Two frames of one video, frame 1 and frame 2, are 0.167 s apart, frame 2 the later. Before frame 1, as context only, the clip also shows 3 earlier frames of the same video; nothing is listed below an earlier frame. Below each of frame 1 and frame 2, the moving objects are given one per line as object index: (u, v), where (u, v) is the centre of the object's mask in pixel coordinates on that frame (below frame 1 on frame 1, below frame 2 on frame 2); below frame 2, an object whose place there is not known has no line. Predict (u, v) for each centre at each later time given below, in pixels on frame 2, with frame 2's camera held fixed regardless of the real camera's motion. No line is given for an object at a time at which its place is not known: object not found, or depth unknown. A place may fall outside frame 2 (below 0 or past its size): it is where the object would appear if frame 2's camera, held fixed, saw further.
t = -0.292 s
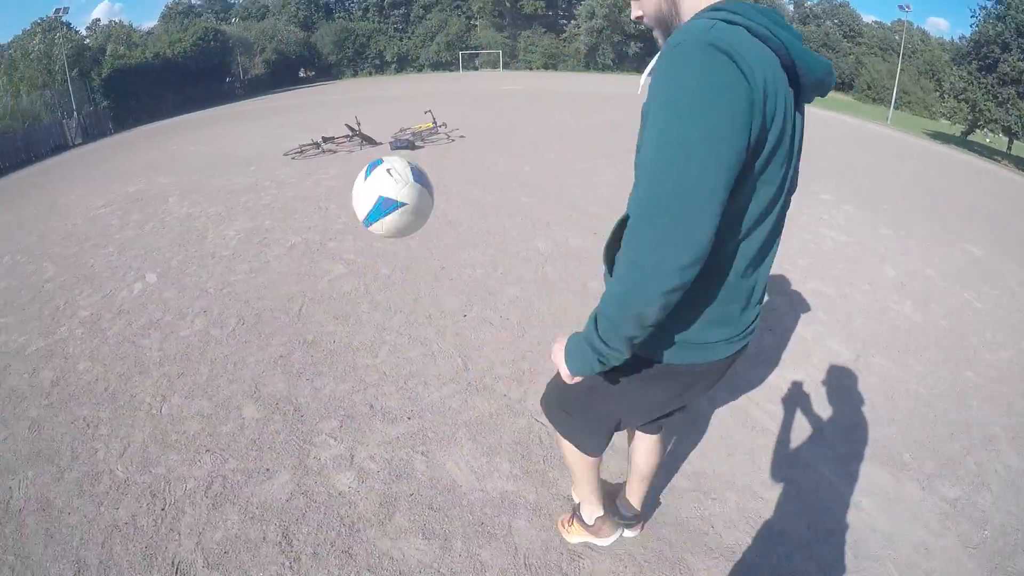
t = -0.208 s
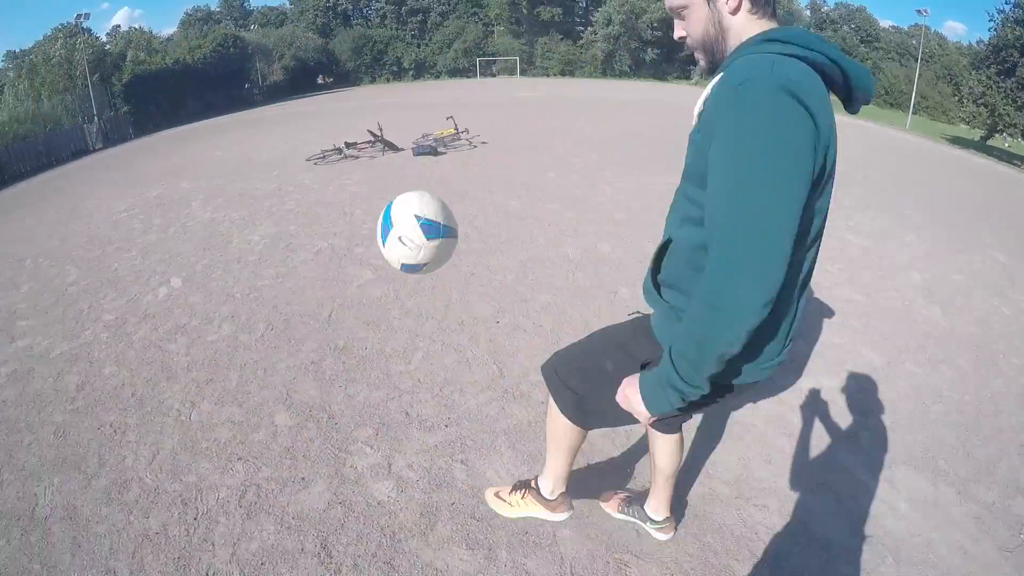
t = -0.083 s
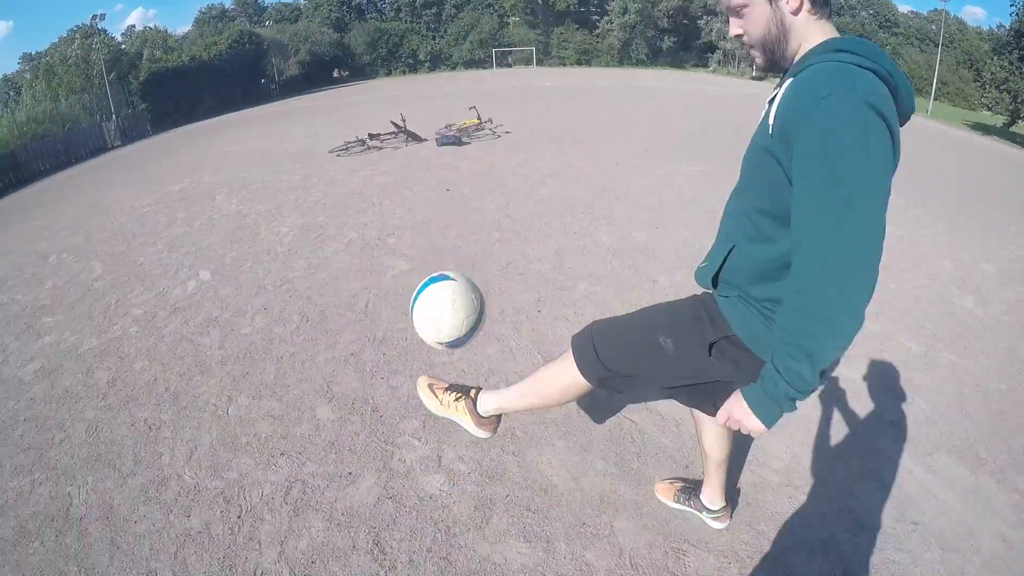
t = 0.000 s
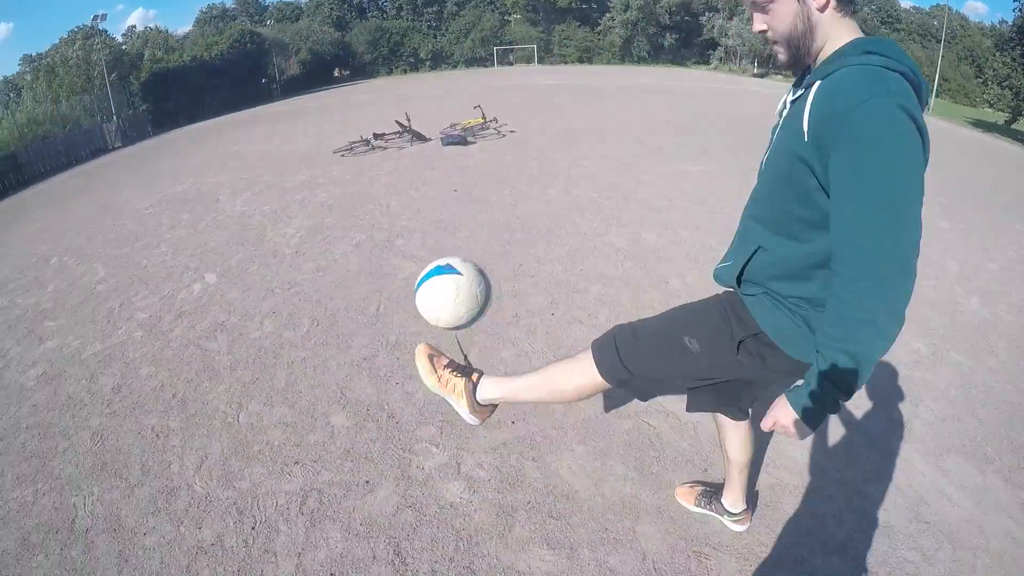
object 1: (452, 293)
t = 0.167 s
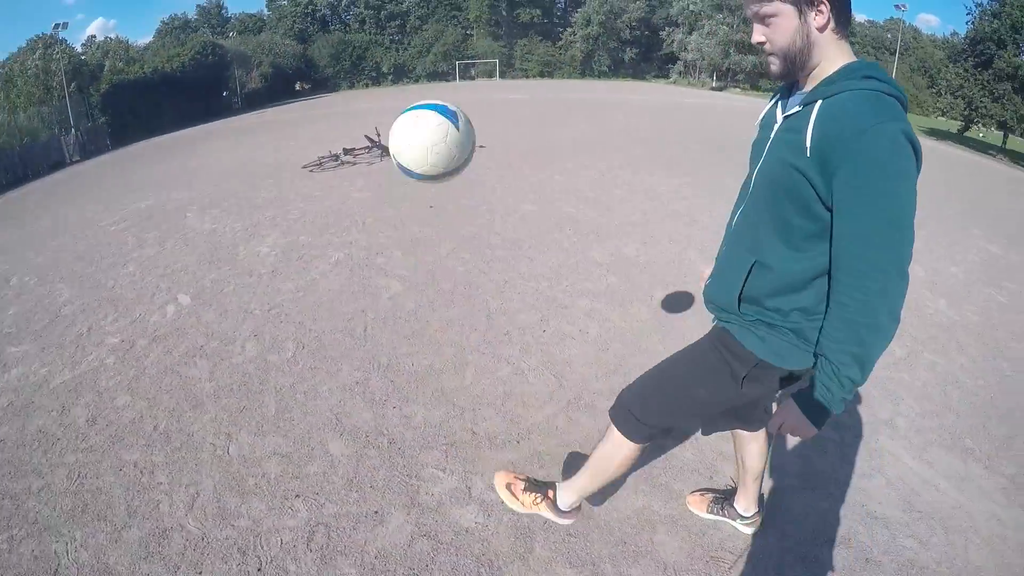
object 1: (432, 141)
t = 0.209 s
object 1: (435, 110)
